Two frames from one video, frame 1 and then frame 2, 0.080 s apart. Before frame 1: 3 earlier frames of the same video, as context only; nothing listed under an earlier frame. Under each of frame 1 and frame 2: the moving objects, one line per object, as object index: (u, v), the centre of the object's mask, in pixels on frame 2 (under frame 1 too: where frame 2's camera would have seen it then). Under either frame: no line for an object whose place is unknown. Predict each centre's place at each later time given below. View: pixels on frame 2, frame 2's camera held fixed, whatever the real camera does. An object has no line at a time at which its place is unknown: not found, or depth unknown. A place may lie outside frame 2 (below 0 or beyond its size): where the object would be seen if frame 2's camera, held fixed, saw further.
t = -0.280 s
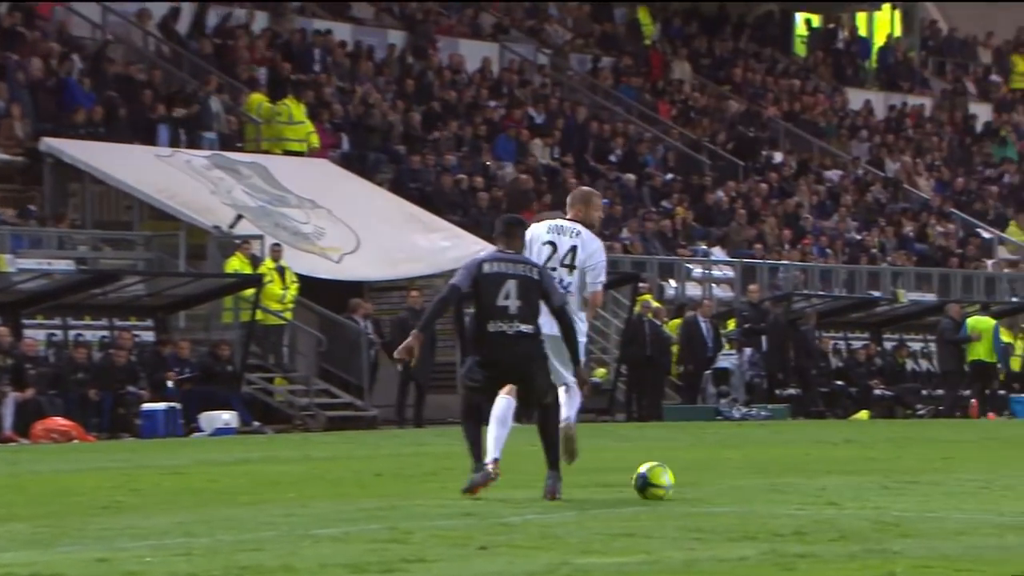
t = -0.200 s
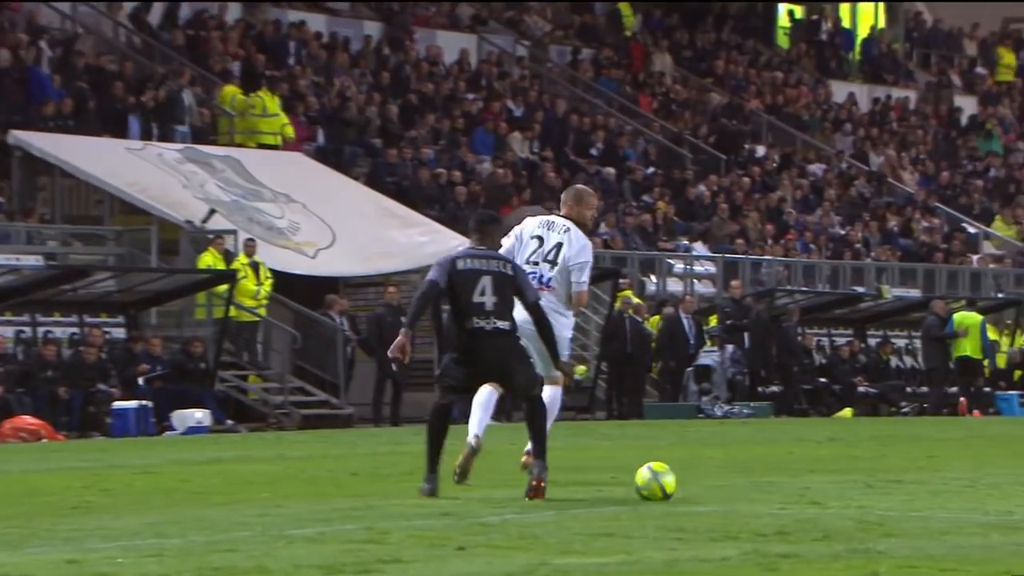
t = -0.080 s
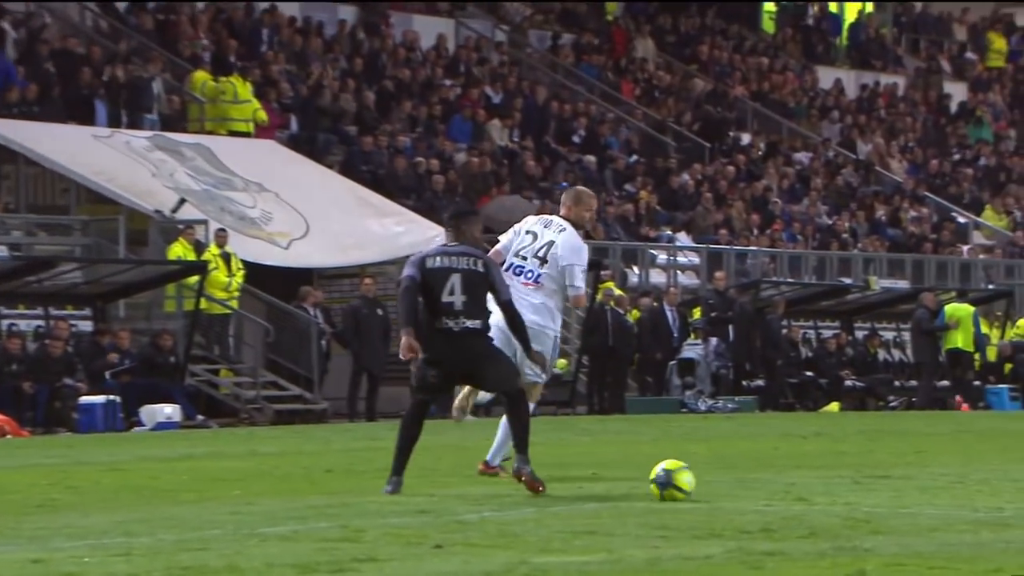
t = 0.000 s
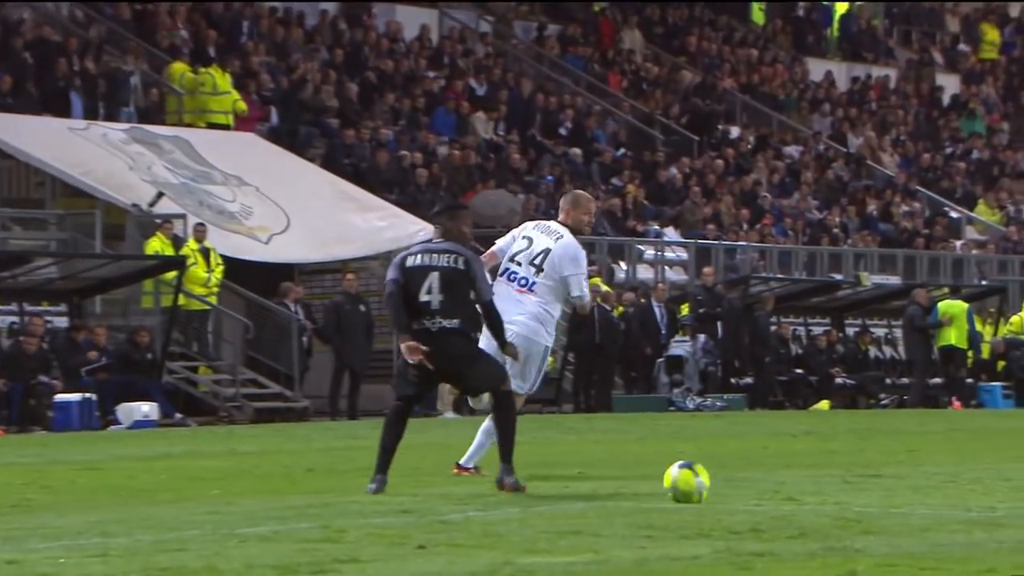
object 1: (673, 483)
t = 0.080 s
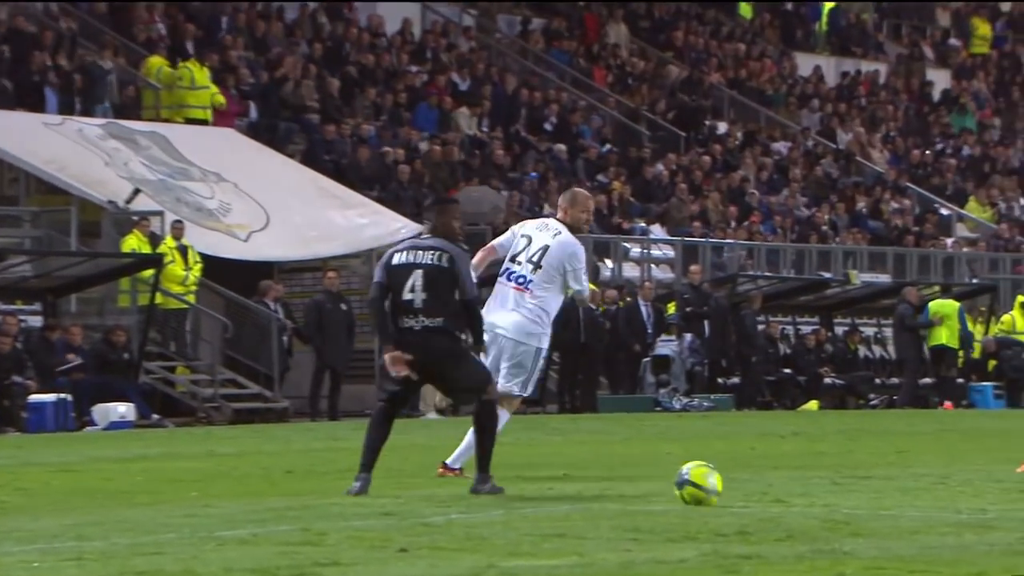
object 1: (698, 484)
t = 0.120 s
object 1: (712, 485)
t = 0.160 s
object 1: (727, 487)
